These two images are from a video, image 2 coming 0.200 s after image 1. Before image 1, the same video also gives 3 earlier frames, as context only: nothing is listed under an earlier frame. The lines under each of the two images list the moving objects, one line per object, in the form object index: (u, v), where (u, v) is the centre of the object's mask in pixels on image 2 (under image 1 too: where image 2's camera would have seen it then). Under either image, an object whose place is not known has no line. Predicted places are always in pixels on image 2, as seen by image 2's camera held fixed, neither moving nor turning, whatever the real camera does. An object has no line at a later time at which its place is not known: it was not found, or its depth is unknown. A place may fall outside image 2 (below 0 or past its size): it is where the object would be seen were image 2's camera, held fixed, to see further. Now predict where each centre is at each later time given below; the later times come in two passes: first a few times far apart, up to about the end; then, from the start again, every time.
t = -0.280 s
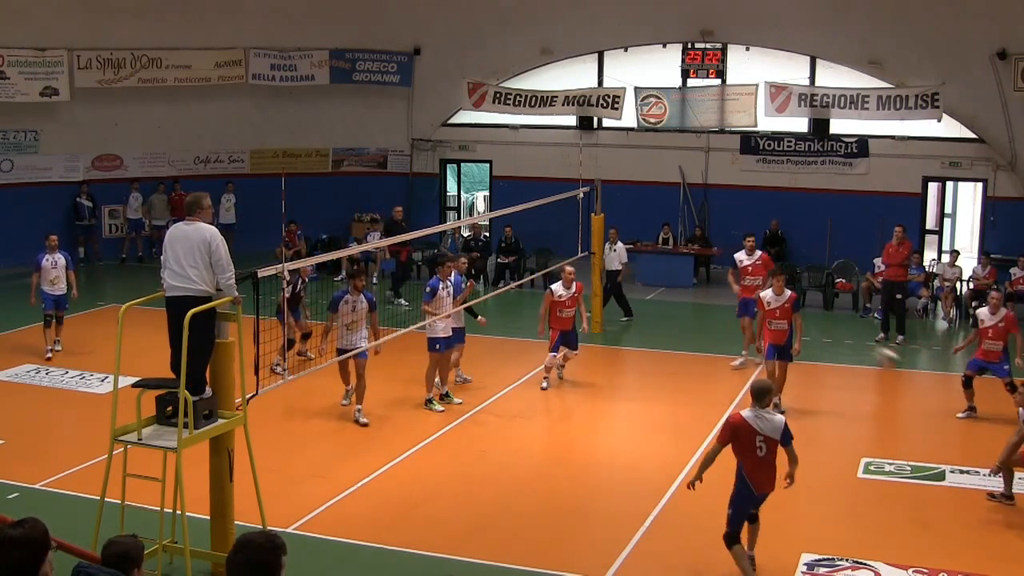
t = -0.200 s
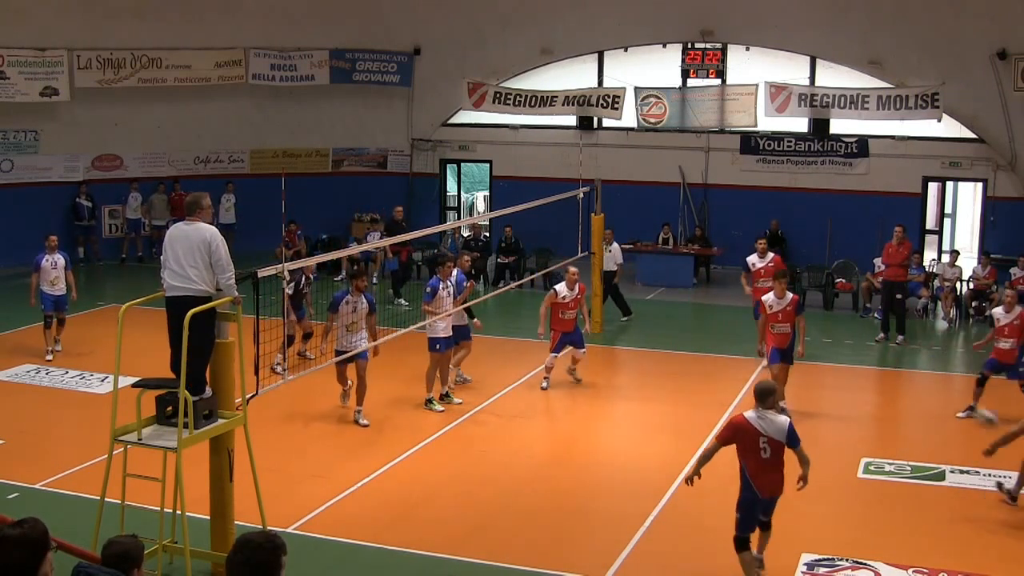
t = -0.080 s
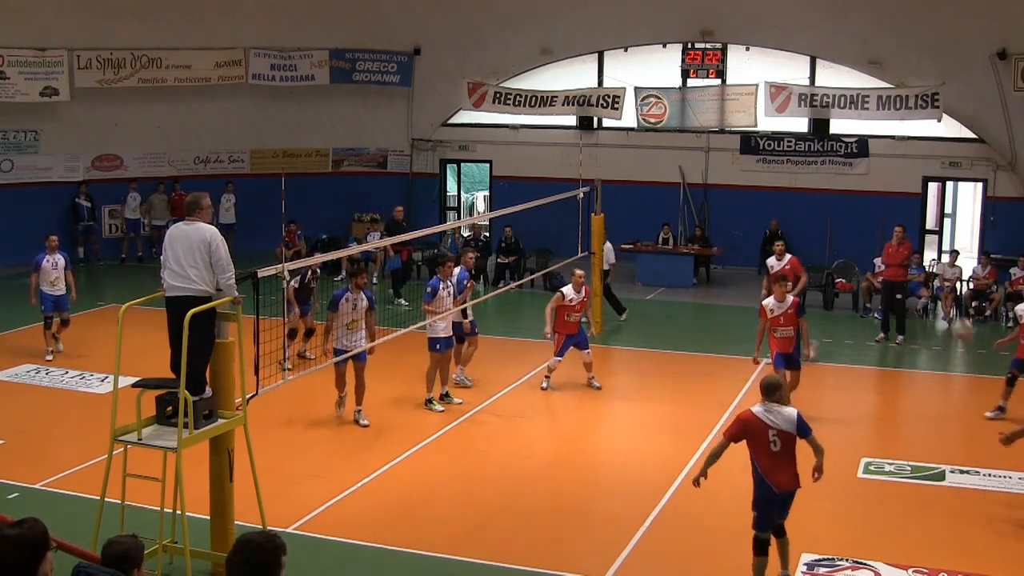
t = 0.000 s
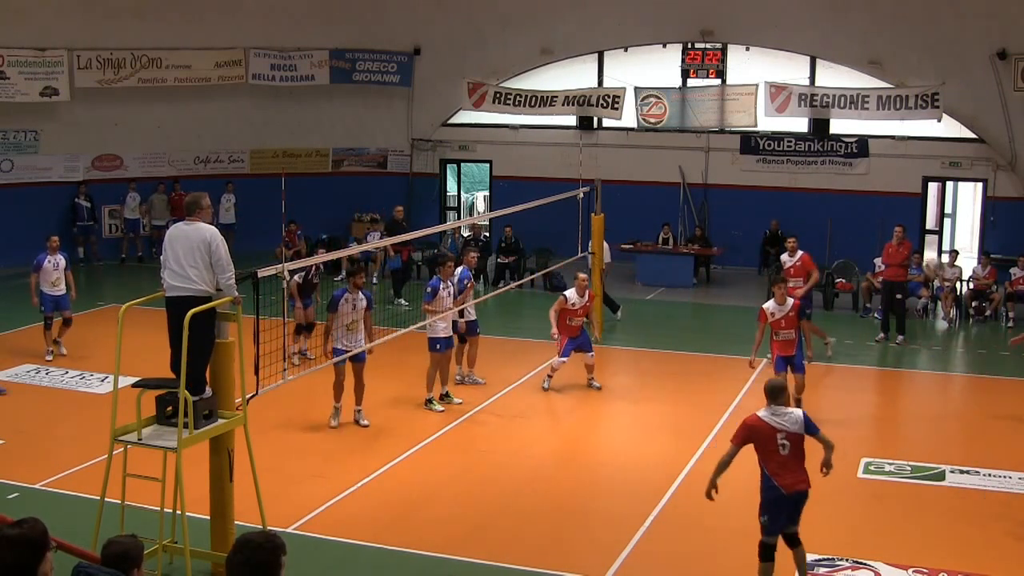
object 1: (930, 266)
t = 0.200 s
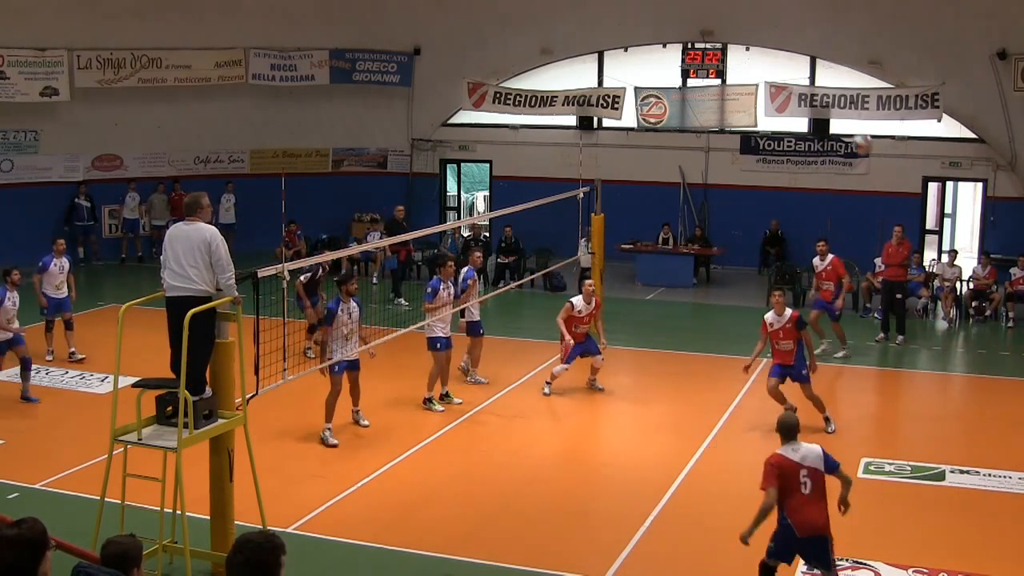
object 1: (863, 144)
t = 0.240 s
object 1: (849, 125)
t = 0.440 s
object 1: (783, 58)
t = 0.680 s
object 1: (711, 32)
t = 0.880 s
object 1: (657, 49)
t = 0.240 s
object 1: (849, 125)
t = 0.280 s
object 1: (837, 106)
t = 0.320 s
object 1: (824, 92)
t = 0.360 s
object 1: (809, 80)
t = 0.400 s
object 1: (796, 68)
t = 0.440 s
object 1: (783, 58)
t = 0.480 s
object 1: (771, 50)
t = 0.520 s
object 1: (758, 43)
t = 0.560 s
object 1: (747, 38)
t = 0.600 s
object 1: (734, 33)
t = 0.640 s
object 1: (722, 31)
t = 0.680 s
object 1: (711, 32)
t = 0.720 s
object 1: (700, 32)
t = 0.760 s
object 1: (689, 34)
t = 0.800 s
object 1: (678, 39)
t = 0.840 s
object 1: (668, 43)
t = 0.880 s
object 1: (657, 49)
